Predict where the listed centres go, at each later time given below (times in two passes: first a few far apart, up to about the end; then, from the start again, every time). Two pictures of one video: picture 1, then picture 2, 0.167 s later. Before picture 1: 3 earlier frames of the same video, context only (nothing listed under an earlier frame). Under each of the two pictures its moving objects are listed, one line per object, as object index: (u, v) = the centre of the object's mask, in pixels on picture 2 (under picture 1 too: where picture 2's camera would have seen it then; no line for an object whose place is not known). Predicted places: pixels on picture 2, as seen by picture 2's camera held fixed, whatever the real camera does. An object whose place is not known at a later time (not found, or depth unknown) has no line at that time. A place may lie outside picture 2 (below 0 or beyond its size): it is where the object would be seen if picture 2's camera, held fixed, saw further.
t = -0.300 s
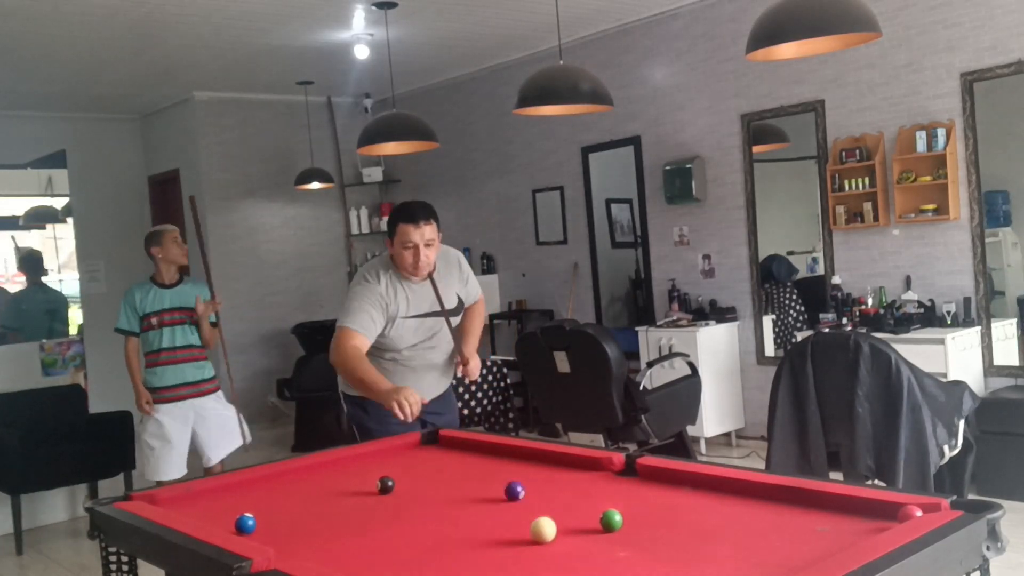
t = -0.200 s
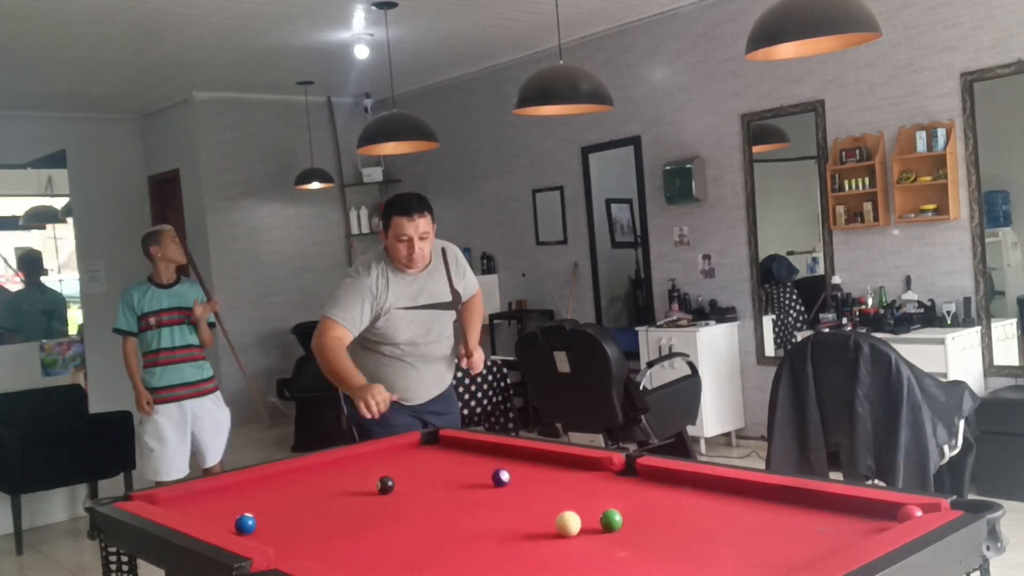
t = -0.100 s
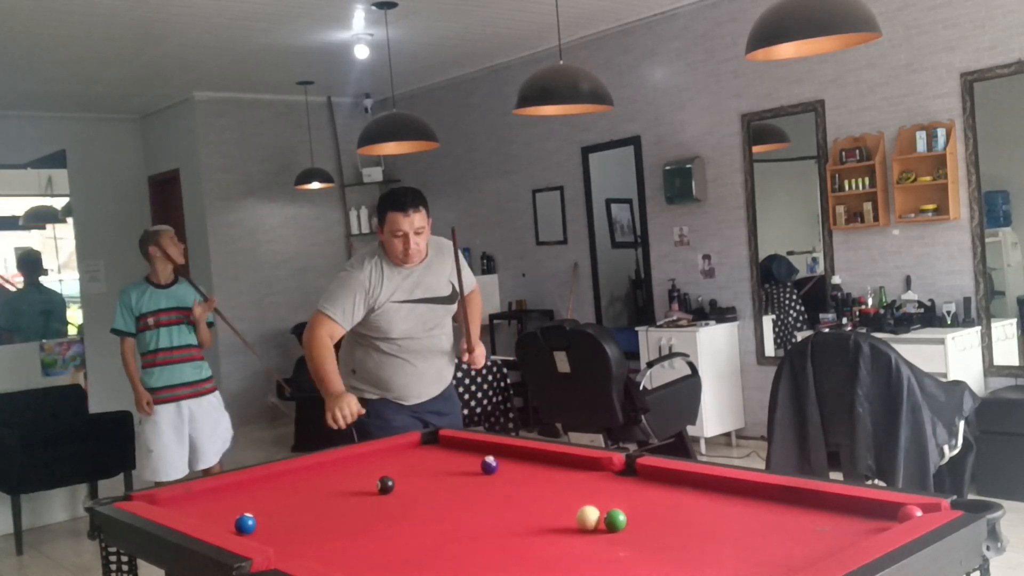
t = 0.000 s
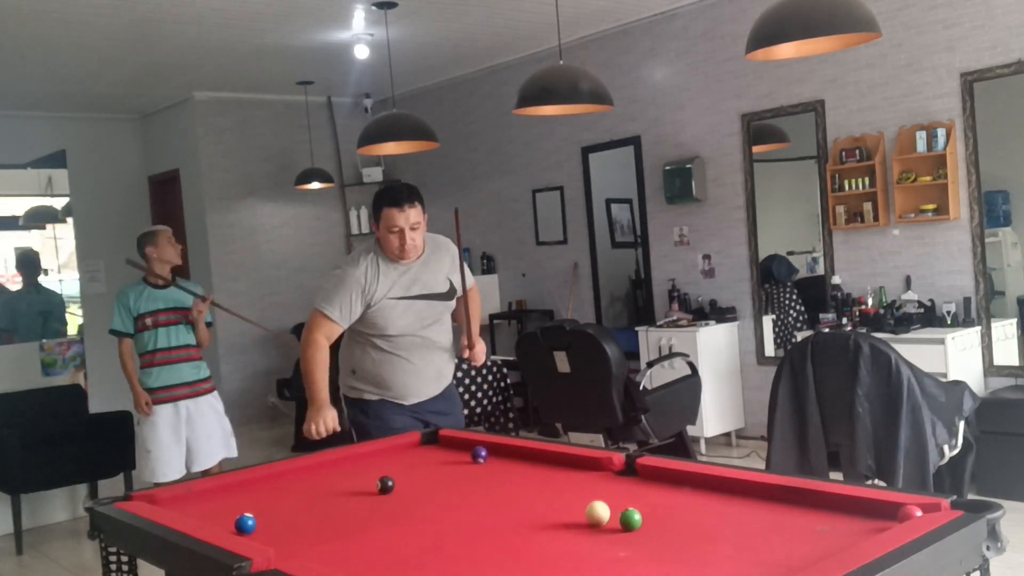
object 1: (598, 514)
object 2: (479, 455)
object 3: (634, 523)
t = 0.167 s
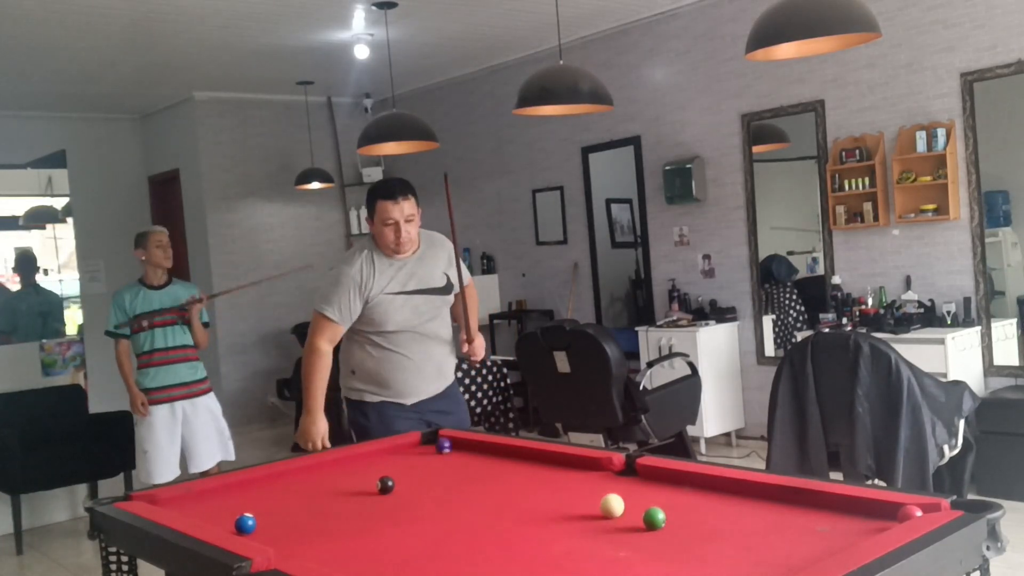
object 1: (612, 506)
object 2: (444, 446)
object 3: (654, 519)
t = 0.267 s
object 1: (620, 502)
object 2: (411, 445)
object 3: (668, 518)
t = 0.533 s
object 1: (640, 492)
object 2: (398, 460)
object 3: (703, 517)
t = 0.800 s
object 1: (656, 482)
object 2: (390, 475)
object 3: (734, 515)
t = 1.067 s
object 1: (661, 477)
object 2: (389, 484)
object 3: (763, 514)
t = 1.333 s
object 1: (645, 480)
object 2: (389, 489)
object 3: (788, 512)
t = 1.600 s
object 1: (631, 483)
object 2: (390, 493)
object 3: (810, 511)
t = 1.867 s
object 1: (620, 484)
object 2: (393, 496)
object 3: (829, 510)
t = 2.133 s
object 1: (611, 486)
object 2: (396, 498)
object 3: (844, 509)
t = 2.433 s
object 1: (605, 487)
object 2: (399, 500)
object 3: (859, 508)
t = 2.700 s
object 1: (603, 487)
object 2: (402, 500)
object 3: (861, 509)
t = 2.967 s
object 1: (603, 487)
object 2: (403, 500)
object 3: (861, 509)
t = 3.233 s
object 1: (603, 487)
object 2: (403, 500)
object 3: (861, 509)
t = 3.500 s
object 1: (603, 487)
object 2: (403, 500)
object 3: (862, 509)
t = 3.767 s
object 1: (603, 487)
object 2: (403, 500)
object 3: (861, 509)
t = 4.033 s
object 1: (603, 487)
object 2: (404, 500)
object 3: (861, 509)
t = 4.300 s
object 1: (603, 487)
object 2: (404, 500)
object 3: (861, 509)
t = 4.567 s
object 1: (603, 487)
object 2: (404, 500)
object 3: (861, 509)
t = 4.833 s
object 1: (603, 487)
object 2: (404, 500)
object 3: (861, 509)
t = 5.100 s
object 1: (603, 487)
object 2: (405, 500)
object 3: (862, 509)
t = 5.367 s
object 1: (603, 487)
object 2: (405, 500)
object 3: (861, 509)
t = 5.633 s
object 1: (603, 487)
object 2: (404, 500)
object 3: (861, 509)
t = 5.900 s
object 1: (603, 487)
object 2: (405, 500)
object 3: (862, 509)
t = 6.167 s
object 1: (603, 487)
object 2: (405, 500)
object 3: (861, 509)
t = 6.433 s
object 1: (603, 487)
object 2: (405, 500)
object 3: (861, 509)
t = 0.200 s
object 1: (615, 505)
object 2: (432, 445)
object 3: (659, 519)
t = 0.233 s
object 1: (618, 503)
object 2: (421, 445)
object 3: (664, 519)
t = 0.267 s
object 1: (620, 502)
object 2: (411, 445)
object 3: (668, 518)
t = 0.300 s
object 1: (623, 500)
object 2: (402, 446)
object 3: (673, 518)
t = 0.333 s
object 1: (625, 499)
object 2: (402, 448)
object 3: (677, 518)
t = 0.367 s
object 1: (628, 498)
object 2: (402, 450)
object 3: (682, 518)
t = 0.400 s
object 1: (630, 497)
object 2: (402, 452)
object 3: (686, 518)
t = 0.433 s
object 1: (633, 495)
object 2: (401, 454)
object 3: (690, 517)
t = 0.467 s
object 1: (635, 494)
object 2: (399, 456)
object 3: (694, 517)
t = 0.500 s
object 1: (637, 493)
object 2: (399, 458)
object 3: (699, 517)
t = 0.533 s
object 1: (640, 492)
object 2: (398, 460)
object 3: (703, 517)
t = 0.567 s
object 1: (642, 490)
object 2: (396, 462)
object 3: (707, 516)
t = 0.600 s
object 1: (644, 489)
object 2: (395, 465)
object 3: (711, 516)
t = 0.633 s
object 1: (646, 488)
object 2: (394, 467)
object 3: (715, 516)
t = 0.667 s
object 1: (648, 486)
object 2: (393, 469)
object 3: (719, 516)
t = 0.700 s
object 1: (650, 485)
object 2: (393, 470)
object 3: (723, 516)
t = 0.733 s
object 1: (652, 484)
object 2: (392, 472)
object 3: (726, 516)
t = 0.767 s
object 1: (654, 483)
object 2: (391, 474)
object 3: (730, 515)
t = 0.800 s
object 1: (656, 482)
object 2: (390, 475)
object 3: (734, 515)
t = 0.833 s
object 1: (658, 481)
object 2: (390, 476)
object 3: (738, 515)
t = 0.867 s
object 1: (660, 480)
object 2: (389, 477)
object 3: (742, 515)
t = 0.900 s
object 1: (661, 479)
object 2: (389, 479)
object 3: (745, 515)
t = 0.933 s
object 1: (663, 478)
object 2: (389, 480)
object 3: (749, 514)
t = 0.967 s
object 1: (665, 477)
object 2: (390, 481)
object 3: (752, 514)
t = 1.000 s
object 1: (665, 476)
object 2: (389, 482)
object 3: (756, 514)
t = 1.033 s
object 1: (663, 477)
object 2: (388, 483)
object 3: (759, 514)
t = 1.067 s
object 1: (661, 477)
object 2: (389, 484)
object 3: (763, 514)
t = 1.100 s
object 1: (659, 478)
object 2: (389, 485)
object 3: (766, 513)
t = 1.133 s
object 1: (657, 478)
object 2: (388, 485)
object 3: (769, 513)
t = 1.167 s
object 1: (654, 478)
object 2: (388, 486)
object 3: (773, 513)
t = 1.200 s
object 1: (653, 479)
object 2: (388, 487)
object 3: (776, 513)
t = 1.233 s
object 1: (651, 479)
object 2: (388, 487)
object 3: (779, 512)
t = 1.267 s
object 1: (649, 479)
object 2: (389, 488)
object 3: (782, 512)
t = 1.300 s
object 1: (647, 480)
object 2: (389, 488)
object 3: (785, 512)
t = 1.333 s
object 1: (645, 480)
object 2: (389, 489)
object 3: (788, 512)
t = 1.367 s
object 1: (643, 480)
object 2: (389, 489)
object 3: (791, 512)
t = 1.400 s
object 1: (641, 481)
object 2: (389, 490)
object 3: (794, 512)
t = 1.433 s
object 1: (639, 481)
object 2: (389, 490)
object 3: (796, 511)
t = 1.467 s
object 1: (638, 481)
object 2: (390, 491)
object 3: (799, 511)
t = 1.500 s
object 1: (636, 482)
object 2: (390, 491)
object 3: (802, 511)
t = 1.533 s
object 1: (634, 482)
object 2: (390, 492)
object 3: (805, 511)
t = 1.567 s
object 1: (632, 482)
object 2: (390, 492)
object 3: (808, 511)
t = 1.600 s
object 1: (631, 483)
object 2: (390, 493)
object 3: (810, 511)
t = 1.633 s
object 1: (630, 483)
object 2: (390, 493)
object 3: (813, 511)
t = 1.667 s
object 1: (628, 483)
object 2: (391, 493)
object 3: (815, 510)
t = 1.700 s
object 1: (627, 483)
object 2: (392, 494)
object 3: (818, 510)
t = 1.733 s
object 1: (625, 483)
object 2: (392, 494)
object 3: (820, 510)
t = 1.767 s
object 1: (624, 484)
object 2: (392, 494)
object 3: (822, 510)
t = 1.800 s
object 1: (622, 484)
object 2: (392, 495)
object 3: (824, 510)
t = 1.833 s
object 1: (621, 484)
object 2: (392, 495)
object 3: (827, 510)
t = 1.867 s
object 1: (620, 484)
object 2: (393, 496)
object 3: (829, 510)
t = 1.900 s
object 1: (619, 485)
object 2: (393, 496)
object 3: (831, 509)
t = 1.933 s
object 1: (618, 485)
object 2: (393, 496)
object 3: (833, 509)
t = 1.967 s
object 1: (617, 485)
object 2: (394, 497)
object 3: (835, 509)
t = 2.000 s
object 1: (615, 485)
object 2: (394, 497)
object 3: (837, 509)
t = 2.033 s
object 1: (614, 485)
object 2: (395, 497)
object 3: (839, 509)
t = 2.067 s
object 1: (613, 485)
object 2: (395, 497)
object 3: (840, 509)
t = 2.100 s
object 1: (612, 486)
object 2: (396, 498)
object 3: (842, 509)
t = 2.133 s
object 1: (611, 486)
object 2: (396, 498)
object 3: (844, 509)
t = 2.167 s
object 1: (610, 486)
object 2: (396, 498)
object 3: (846, 509)
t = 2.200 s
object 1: (610, 486)
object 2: (396, 498)
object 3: (848, 508)
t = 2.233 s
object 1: (609, 486)
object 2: (397, 499)
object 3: (849, 508)
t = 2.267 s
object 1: (608, 486)
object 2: (397, 499)
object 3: (851, 508)
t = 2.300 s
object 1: (607, 486)
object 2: (398, 499)
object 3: (853, 508)
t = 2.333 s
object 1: (607, 486)
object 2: (398, 499)
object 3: (854, 508)
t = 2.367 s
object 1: (606, 486)
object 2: (399, 499)
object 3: (856, 508)
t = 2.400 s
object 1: (606, 487)
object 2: (399, 499)
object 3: (857, 508)
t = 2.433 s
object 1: (605, 487)
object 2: (399, 500)
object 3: (859, 508)
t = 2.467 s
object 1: (605, 487)
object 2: (400, 500)
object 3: (860, 508)
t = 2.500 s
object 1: (604, 487)
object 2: (400, 500)
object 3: (860, 508)
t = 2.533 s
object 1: (604, 487)
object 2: (400, 500)
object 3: (860, 508)
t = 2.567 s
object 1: (604, 487)
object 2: (401, 500)
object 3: (860, 509)
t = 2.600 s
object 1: (603, 487)
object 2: (401, 500)
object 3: (861, 509)
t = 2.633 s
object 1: (603, 487)
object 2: (402, 500)
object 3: (861, 509)
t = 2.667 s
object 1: (603, 487)
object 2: (402, 500)
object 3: (861, 509)
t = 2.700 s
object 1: (603, 487)
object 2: (402, 500)
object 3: (861, 509)
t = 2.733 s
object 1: (603, 487)
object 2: (402, 500)
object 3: (861, 509)
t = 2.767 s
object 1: (603, 487)
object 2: (402, 500)
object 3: (861, 509)
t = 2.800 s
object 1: (603, 487)
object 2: (402, 500)
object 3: (861, 510)
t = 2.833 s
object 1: (603, 487)
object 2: (403, 500)
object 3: (861, 510)
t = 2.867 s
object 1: (603, 487)
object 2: (403, 500)
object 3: (861, 509)
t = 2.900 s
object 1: (603, 487)
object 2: (403, 500)
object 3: (861, 510)
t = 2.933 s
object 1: (603, 487)
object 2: (403, 500)
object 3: (861, 509)
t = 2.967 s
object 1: (603, 487)
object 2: (403, 500)
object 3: (861, 509)
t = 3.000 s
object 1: (603, 487)
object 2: (403, 500)
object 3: (861, 510)
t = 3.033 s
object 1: (603, 487)
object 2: (403, 500)
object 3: (861, 509)
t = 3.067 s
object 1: (603, 487)
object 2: (403, 500)
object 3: (861, 509)
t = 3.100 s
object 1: (603, 487)
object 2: (403, 500)
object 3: (861, 509)
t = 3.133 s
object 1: (603, 487)
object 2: (403, 500)
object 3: (861, 509)
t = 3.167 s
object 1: (603, 487)
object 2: (403, 500)
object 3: (861, 509)
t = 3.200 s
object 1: (603, 487)
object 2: (404, 500)
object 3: (861, 509)
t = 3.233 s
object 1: (603, 487)
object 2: (403, 500)
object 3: (861, 509)
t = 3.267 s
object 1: (603, 487)
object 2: (403, 500)
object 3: (861, 509)
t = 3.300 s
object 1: (603, 487)
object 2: (403, 500)
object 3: (861, 509)
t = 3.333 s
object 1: (603, 487)
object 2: (403, 500)
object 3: (861, 509)
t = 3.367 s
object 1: (603, 487)
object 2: (403, 500)
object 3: (862, 509)
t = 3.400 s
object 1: (603, 487)
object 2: (403, 500)
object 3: (861, 509)
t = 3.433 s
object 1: (603, 487)
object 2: (403, 500)
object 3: (861, 509)
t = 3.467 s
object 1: (603, 487)
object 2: (403, 500)
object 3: (862, 509)
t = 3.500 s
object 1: (603, 487)
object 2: (403, 500)
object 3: (862, 509)
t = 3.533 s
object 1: (603, 487)
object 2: (403, 500)
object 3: (861, 509)
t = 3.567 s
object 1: (603, 487)
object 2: (403, 500)
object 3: (861, 509)
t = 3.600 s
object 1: (603, 487)
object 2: (403, 500)
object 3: (862, 509)
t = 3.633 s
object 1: (603, 487)
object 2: (403, 500)
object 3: (861, 509)
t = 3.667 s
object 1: (603, 487)
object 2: (403, 500)
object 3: (861, 509)
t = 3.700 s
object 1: (603, 487)
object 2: (403, 500)
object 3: (861, 509)
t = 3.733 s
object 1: (603, 487)
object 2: (403, 500)
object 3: (862, 509)
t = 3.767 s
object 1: (603, 487)
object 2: (403, 500)
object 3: (861, 509)
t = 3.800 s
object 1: (603, 487)
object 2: (403, 500)
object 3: (861, 509)
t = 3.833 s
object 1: (603, 487)
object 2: (403, 500)
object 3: (862, 509)
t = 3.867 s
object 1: (603, 487)
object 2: (403, 500)
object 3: (862, 509)
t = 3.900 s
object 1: (603, 487)
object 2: (404, 500)
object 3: (861, 509)
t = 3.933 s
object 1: (603, 487)
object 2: (403, 500)
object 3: (861, 509)
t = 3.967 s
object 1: (603, 487)
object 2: (403, 500)
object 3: (861, 509)
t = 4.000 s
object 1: (603, 487)
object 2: (404, 500)
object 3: (861, 509)
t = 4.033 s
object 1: (603, 487)
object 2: (404, 500)
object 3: (861, 509)
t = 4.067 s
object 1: (603, 487)
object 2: (403, 500)
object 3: (861, 509)
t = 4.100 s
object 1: (603, 487)
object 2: (403, 500)
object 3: (861, 509)
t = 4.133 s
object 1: (603, 487)
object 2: (403, 500)
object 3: (861, 509)
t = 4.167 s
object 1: (603, 487)
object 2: (403, 500)
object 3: (861, 509)
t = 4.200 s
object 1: (603, 487)
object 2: (403, 500)
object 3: (861, 509)
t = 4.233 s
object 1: (603, 487)
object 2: (403, 500)
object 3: (861, 509)
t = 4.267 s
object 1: (603, 487)
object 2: (404, 500)
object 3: (861, 509)
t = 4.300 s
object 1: (603, 487)
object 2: (404, 500)
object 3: (861, 509)
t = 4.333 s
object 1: (603, 487)
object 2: (403, 500)
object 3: (861, 509)
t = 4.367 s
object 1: (603, 487)
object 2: (404, 500)
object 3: (861, 509)
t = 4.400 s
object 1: (603, 487)
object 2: (403, 500)
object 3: (861, 509)
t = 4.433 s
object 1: (603, 487)
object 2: (404, 500)
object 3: (861, 509)
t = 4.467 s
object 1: (603, 487)
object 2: (404, 500)
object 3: (861, 509)
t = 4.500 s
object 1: (603, 487)
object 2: (404, 500)
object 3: (861, 509)
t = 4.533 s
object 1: (603, 487)
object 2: (404, 500)
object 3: (861, 509)
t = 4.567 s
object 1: (603, 487)
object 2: (404, 500)
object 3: (861, 509)
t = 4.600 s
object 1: (603, 487)
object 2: (404, 500)
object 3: (861, 509)
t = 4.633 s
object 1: (603, 487)
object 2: (404, 500)
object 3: (861, 509)
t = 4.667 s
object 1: (603, 487)
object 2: (404, 500)
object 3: (861, 509)
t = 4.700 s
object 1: (603, 487)
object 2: (404, 500)
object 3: (861, 509)
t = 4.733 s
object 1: (603, 487)
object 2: (404, 500)
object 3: (861, 509)
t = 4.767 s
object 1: (603, 487)
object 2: (404, 500)
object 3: (861, 509)
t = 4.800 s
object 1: (603, 487)
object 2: (404, 500)
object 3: (861, 509)
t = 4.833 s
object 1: (603, 487)
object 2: (404, 500)
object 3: (861, 509)
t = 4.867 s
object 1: (603, 487)
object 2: (404, 500)
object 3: (861, 509)
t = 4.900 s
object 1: (603, 487)
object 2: (404, 500)
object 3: (861, 509)
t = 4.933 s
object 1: (603, 487)
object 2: (404, 500)
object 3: (861, 509)
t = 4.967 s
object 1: (603, 487)
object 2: (405, 500)
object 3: (861, 509)
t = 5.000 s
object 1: (603, 487)
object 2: (405, 500)
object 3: (861, 509)
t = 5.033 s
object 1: (603, 487)
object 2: (405, 500)
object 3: (861, 509)
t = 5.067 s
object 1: (603, 487)
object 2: (405, 500)
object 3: (861, 509)
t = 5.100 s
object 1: (603, 487)
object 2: (405, 500)
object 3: (862, 509)
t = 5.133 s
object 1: (603, 487)
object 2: (405, 500)
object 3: (861, 509)
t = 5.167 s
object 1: (603, 487)
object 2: (405, 500)
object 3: (861, 509)
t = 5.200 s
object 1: (603, 487)
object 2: (405, 500)
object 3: (861, 509)
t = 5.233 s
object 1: (603, 487)
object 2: (405, 500)
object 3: (861, 509)
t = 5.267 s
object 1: (603, 487)
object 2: (405, 500)
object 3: (861, 509)
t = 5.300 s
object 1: (603, 487)
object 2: (405, 500)
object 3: (861, 509)
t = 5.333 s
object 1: (603, 487)
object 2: (405, 500)
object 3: (861, 509)
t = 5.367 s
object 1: (603, 487)
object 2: (405, 500)
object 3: (861, 509)
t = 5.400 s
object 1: (603, 487)
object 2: (405, 500)
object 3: (861, 509)
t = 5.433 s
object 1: (603, 487)
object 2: (405, 500)
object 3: (862, 509)
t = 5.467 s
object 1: (603, 487)
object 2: (405, 500)
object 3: (862, 509)
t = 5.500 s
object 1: (603, 487)
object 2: (405, 500)
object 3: (861, 509)
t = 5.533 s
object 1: (603, 487)
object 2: (405, 500)
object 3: (861, 509)
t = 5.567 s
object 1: (603, 487)
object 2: (405, 500)
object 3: (861, 509)
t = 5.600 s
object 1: (603, 487)
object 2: (405, 500)
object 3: (861, 509)
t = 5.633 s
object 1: (603, 487)
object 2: (404, 500)
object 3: (861, 509)
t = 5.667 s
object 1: (603, 487)
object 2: (405, 500)
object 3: (861, 509)
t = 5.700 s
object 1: (603, 487)
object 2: (405, 500)
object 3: (861, 509)
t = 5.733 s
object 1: (603, 487)
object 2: (405, 500)
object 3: (861, 509)
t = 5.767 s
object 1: (603, 487)
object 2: (405, 500)
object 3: (861, 509)
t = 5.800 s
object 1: (603, 487)
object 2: (404, 500)
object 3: (861, 509)
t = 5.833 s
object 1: (603, 487)
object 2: (405, 500)
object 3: (861, 509)
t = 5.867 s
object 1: (603, 487)
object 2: (405, 500)
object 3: (862, 509)
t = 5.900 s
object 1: (603, 487)
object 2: (405, 500)
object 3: (862, 509)
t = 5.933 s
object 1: (603, 487)
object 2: (405, 500)
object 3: (862, 509)
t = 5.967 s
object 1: (603, 487)
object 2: (405, 500)
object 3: (862, 509)
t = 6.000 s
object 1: (603, 487)
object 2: (405, 500)
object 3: (861, 509)
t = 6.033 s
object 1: (603, 487)
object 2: (405, 500)
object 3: (861, 509)
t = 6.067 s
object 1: (603, 487)
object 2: (405, 500)
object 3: (861, 509)
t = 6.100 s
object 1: (603, 487)
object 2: (405, 500)
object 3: (861, 509)
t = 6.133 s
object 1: (603, 487)
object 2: (405, 500)
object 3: (861, 509)
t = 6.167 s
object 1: (603, 487)
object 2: (405, 500)
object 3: (861, 509)
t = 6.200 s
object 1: (603, 487)
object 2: (405, 500)
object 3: (861, 509)
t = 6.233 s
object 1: (603, 487)
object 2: (405, 500)
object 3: (861, 509)
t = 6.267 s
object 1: (603, 487)
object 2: (405, 500)
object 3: (861, 509)
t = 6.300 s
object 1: (603, 487)
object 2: (405, 500)
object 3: (861, 509)
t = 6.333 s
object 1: (603, 487)
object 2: (405, 500)
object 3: (861, 509)
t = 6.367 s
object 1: (602, 487)
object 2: (405, 500)
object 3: (861, 509)
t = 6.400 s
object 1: (603, 487)
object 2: (405, 500)
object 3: (861, 509)
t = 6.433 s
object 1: (603, 487)
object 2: (405, 500)
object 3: (861, 509)
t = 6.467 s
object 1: (603, 487)
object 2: (405, 500)
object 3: (861, 509)
